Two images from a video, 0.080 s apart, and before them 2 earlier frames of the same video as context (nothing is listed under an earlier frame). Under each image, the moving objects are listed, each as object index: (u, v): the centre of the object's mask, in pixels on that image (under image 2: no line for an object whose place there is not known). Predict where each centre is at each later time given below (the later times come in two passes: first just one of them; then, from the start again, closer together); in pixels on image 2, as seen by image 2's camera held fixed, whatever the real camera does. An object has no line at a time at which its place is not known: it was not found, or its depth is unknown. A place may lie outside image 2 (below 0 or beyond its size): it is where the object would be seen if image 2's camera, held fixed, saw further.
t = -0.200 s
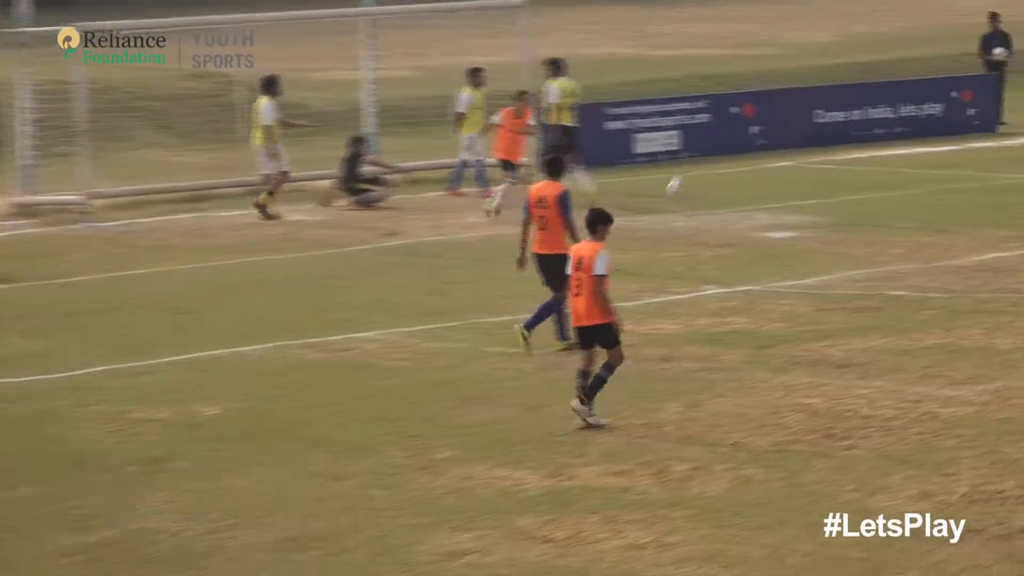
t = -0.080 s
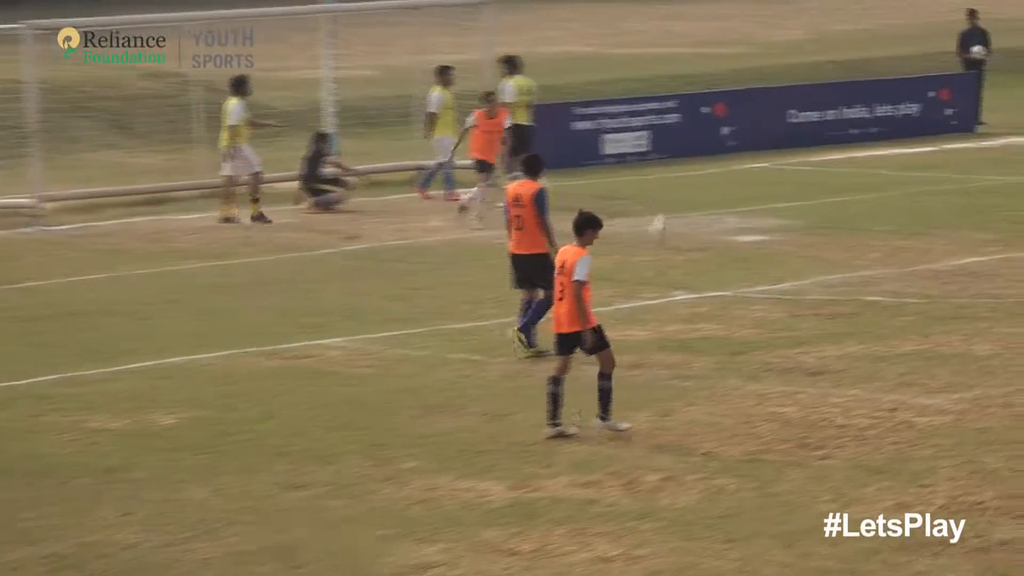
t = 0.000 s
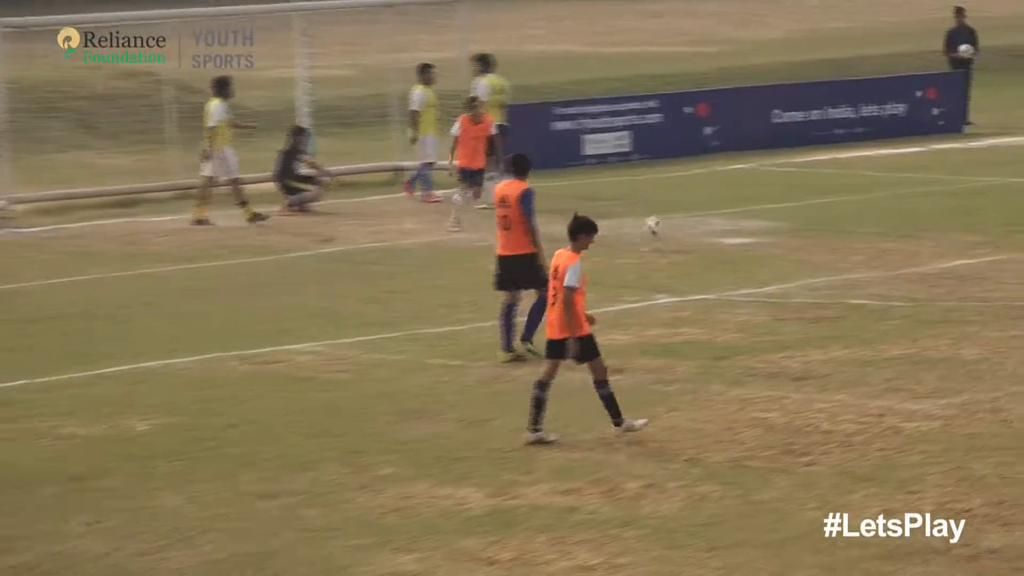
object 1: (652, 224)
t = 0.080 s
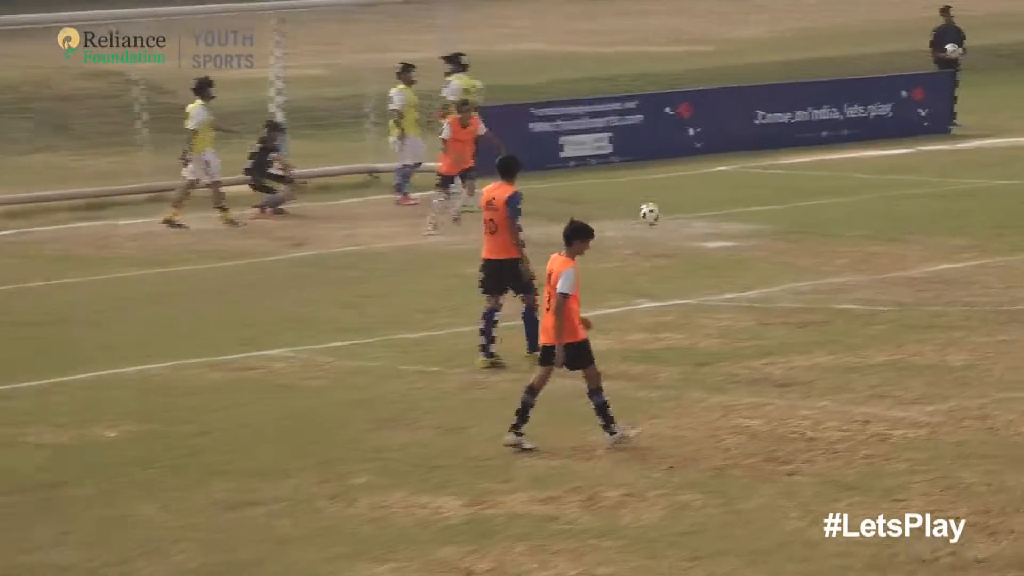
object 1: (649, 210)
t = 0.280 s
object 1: (680, 196)
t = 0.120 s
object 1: (655, 205)
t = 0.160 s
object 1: (662, 201)
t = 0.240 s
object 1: (675, 197)
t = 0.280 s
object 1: (680, 196)
